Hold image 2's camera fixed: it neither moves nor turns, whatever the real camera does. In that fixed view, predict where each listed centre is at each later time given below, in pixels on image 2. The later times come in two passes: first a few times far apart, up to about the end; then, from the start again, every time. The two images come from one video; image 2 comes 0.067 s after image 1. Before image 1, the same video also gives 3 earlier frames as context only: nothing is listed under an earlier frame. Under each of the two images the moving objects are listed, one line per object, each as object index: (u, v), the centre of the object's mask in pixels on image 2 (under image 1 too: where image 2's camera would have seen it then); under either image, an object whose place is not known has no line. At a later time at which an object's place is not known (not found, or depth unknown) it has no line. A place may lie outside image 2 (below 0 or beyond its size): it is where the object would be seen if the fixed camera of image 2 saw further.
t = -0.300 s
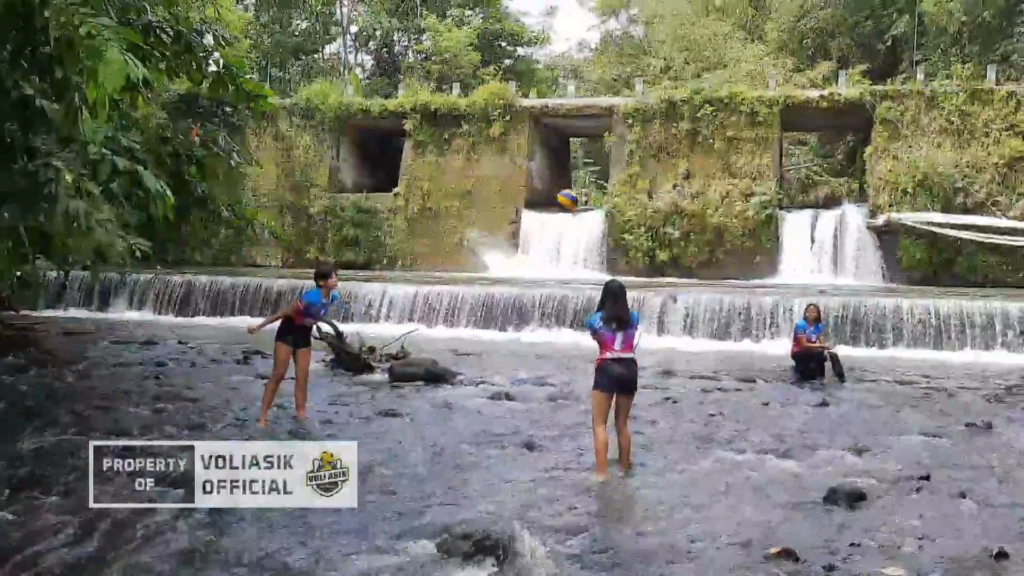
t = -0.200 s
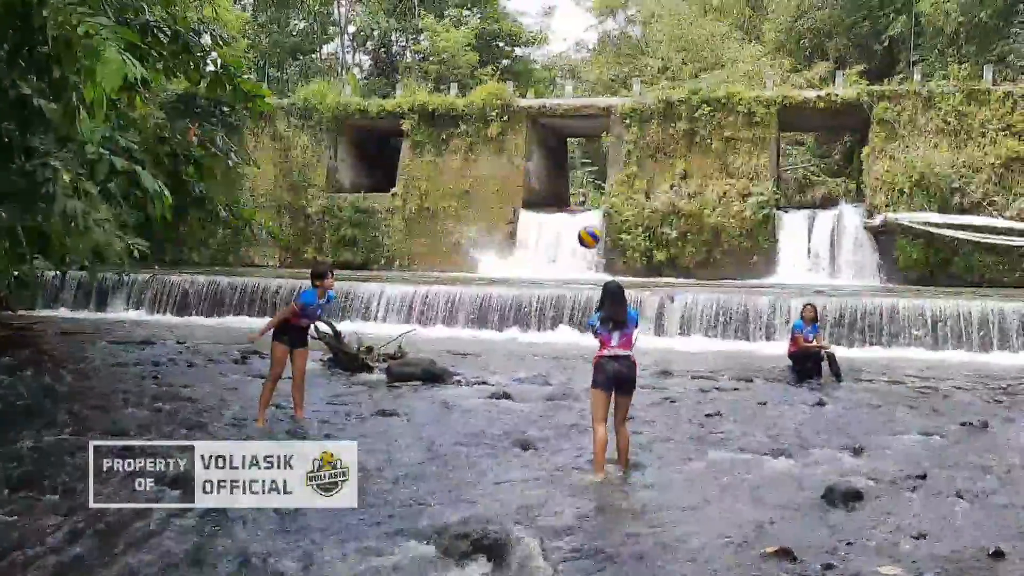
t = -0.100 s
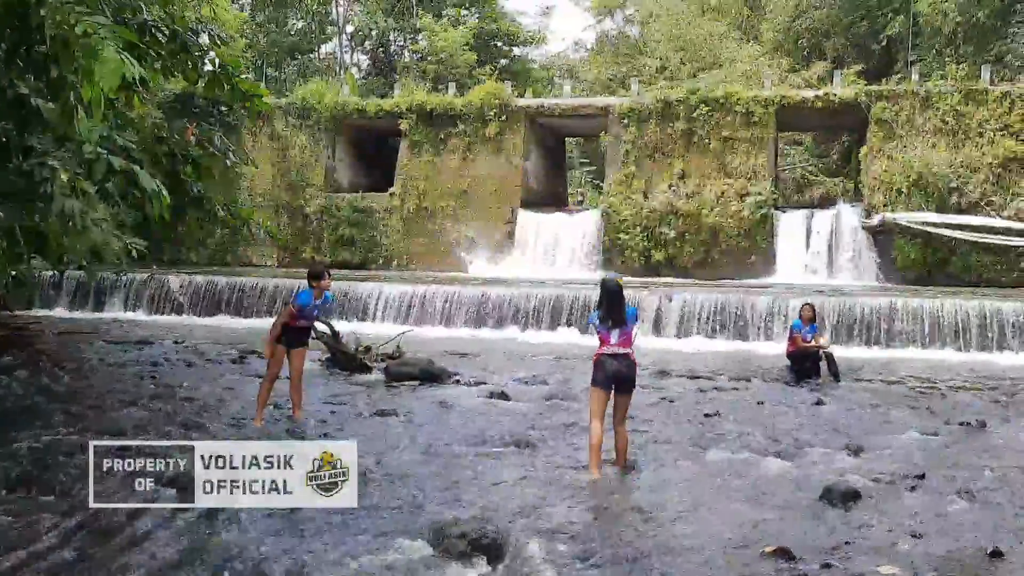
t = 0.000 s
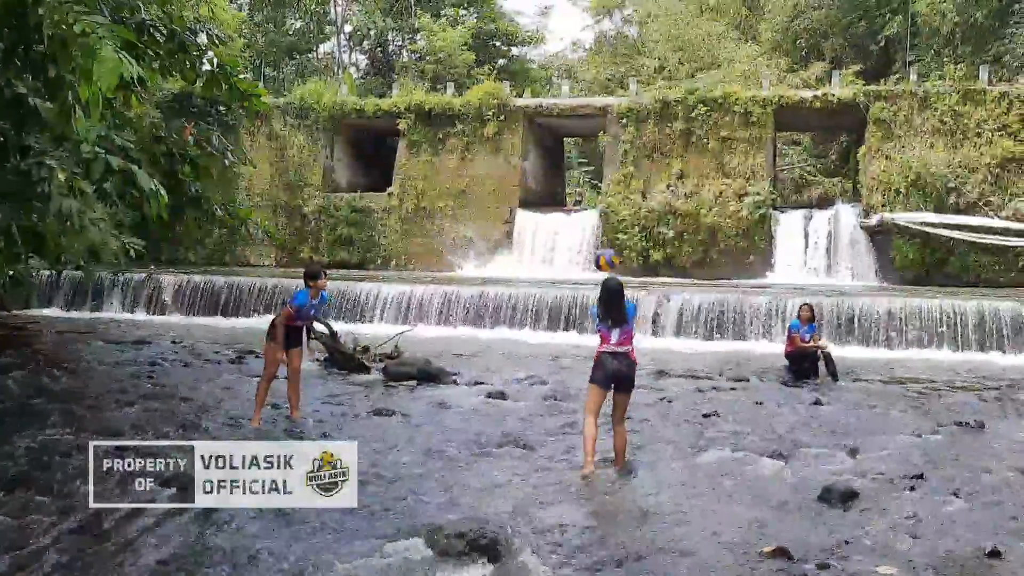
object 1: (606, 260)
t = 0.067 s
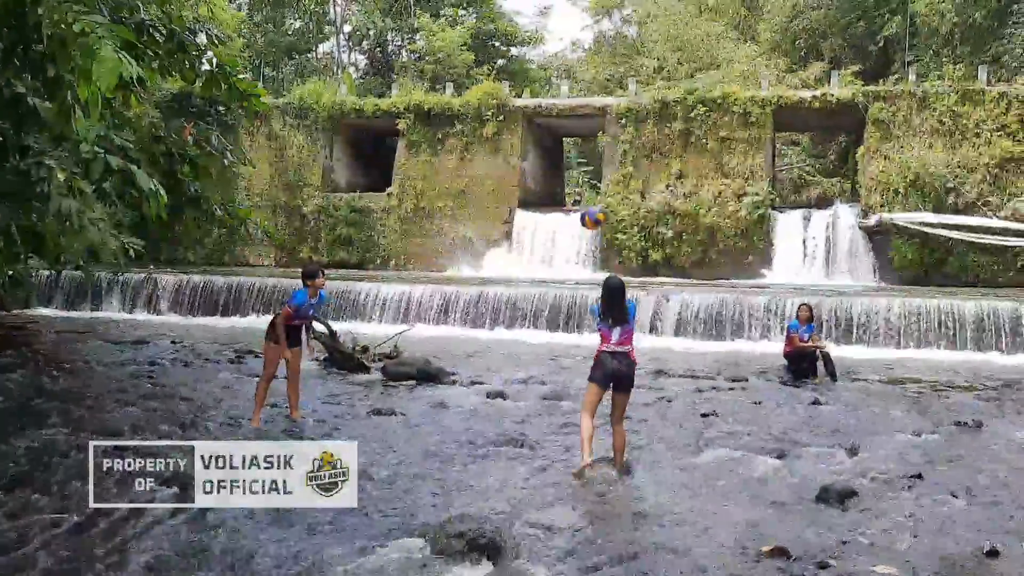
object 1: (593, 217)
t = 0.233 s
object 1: (558, 133)
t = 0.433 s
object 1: (515, 76)
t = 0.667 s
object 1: (469, 66)
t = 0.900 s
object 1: (422, 114)
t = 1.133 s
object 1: (379, 221)
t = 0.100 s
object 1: (585, 199)
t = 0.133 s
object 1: (578, 181)
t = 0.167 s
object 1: (571, 162)
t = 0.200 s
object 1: (564, 149)
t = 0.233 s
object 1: (558, 133)
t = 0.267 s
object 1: (550, 119)
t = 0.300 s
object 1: (543, 109)
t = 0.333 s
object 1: (536, 99)
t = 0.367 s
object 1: (529, 90)
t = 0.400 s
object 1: (522, 82)
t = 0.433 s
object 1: (515, 76)
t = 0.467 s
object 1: (507, 70)
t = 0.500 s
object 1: (503, 67)
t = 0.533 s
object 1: (496, 64)
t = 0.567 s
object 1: (489, 63)
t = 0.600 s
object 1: (482, 63)
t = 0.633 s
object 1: (476, 63)
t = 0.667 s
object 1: (469, 66)
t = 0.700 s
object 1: (463, 68)
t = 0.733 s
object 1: (457, 73)
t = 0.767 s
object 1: (449, 80)
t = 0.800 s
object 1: (442, 87)
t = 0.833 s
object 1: (436, 95)
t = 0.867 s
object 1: (429, 105)
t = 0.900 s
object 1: (422, 114)
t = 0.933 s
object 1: (416, 127)
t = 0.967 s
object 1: (409, 139)
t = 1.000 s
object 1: (403, 154)
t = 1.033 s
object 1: (397, 169)
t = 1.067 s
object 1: (391, 185)
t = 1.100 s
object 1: (383, 204)
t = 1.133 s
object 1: (379, 221)
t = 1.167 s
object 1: (373, 240)
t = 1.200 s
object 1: (368, 260)
